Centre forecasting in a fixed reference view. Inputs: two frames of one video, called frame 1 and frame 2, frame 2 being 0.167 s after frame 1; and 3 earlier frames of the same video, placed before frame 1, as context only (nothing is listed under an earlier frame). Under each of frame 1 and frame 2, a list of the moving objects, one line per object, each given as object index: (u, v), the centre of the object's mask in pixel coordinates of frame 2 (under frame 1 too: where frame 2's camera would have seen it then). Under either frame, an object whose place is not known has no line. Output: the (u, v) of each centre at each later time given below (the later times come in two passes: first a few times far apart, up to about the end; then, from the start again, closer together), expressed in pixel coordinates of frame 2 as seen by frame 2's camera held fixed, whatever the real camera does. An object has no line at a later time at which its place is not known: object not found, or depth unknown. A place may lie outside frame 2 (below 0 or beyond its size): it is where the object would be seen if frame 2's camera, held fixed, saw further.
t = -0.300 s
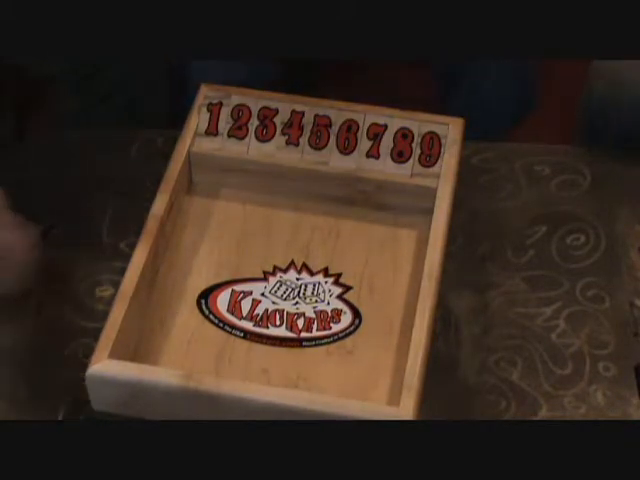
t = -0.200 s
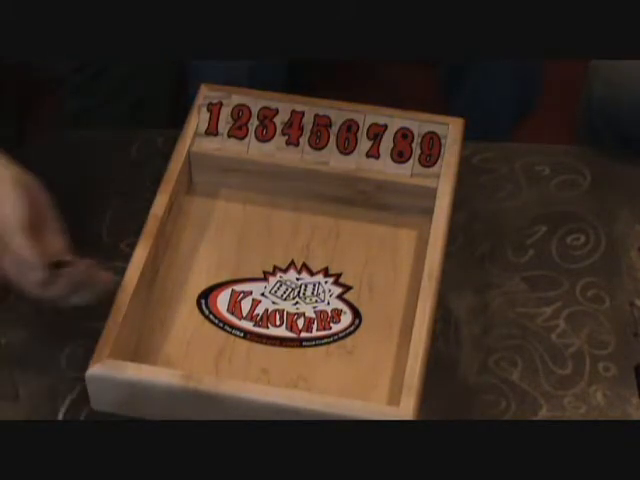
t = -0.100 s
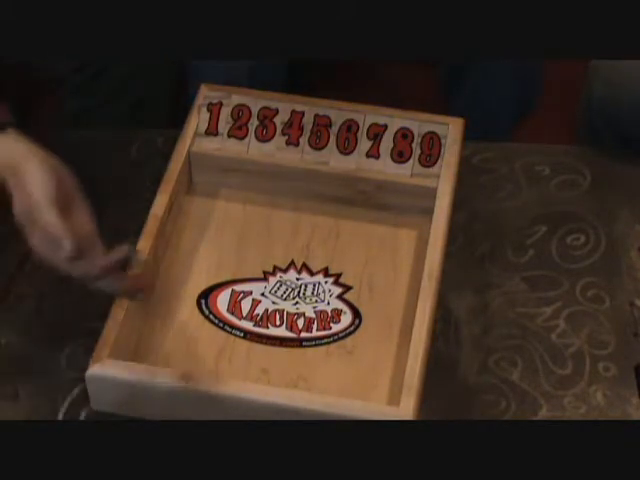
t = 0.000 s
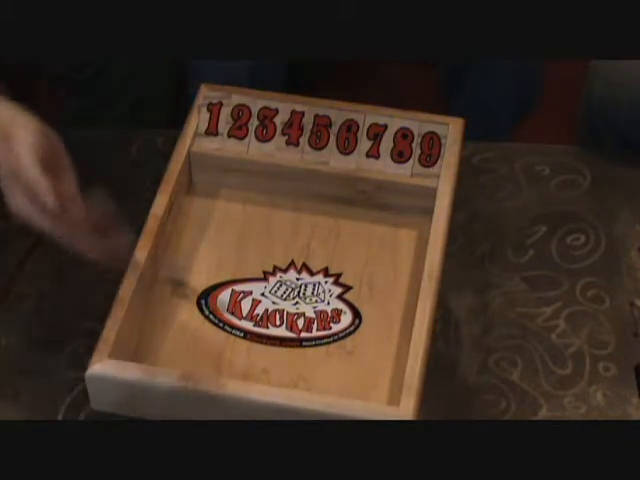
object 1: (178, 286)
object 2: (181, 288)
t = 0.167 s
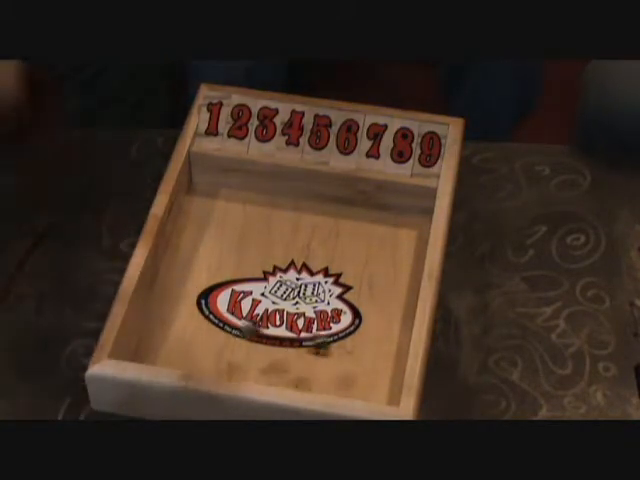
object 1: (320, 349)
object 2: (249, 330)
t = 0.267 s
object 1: (361, 358)
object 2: (283, 354)
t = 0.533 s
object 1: (390, 354)
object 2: (346, 357)
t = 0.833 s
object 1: (390, 354)
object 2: (349, 362)
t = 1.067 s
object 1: (390, 354)
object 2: (350, 362)
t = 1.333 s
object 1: (391, 354)
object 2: (350, 362)
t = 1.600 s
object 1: (391, 354)
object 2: (350, 362)
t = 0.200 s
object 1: (334, 352)
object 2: (262, 340)
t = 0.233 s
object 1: (351, 361)
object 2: (272, 355)
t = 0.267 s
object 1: (361, 358)
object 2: (283, 354)
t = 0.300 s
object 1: (370, 357)
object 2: (294, 357)
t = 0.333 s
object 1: (377, 358)
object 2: (306, 359)
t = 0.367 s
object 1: (385, 356)
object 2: (317, 358)
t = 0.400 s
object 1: (388, 355)
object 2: (324, 357)
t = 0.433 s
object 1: (389, 355)
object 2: (332, 357)
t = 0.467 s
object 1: (390, 355)
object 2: (338, 355)
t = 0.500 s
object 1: (390, 354)
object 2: (343, 355)
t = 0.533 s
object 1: (390, 354)
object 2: (346, 357)
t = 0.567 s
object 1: (390, 354)
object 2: (348, 358)
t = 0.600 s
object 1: (390, 354)
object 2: (349, 361)
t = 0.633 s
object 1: (390, 354)
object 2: (349, 362)
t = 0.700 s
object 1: (390, 354)
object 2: (349, 362)
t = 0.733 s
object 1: (390, 354)
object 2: (349, 362)
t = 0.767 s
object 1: (390, 354)
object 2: (349, 362)
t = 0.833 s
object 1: (390, 354)
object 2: (349, 362)
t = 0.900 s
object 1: (391, 354)
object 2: (350, 362)
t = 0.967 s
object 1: (391, 354)
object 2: (350, 362)
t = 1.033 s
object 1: (391, 354)
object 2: (350, 362)
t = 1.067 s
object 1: (390, 354)
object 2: (350, 362)
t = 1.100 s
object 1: (390, 354)
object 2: (350, 362)
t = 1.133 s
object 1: (390, 354)
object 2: (350, 362)
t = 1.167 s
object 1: (391, 354)
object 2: (350, 362)
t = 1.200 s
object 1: (390, 354)
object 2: (350, 362)
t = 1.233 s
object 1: (390, 354)
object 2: (350, 362)
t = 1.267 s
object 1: (391, 354)
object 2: (350, 362)
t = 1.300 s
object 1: (391, 354)
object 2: (350, 362)
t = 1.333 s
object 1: (391, 354)
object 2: (350, 362)
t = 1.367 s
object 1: (391, 354)
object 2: (350, 362)
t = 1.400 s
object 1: (391, 354)
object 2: (350, 362)
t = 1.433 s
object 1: (391, 354)
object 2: (350, 362)
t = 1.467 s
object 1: (391, 354)
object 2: (350, 362)
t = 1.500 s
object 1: (391, 354)
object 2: (350, 362)
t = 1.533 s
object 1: (391, 354)
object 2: (350, 362)
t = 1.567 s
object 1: (391, 354)
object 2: (350, 362)
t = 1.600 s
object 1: (391, 354)
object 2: (350, 362)
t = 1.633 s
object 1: (391, 354)
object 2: (350, 362)
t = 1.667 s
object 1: (391, 354)
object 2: (350, 362)
